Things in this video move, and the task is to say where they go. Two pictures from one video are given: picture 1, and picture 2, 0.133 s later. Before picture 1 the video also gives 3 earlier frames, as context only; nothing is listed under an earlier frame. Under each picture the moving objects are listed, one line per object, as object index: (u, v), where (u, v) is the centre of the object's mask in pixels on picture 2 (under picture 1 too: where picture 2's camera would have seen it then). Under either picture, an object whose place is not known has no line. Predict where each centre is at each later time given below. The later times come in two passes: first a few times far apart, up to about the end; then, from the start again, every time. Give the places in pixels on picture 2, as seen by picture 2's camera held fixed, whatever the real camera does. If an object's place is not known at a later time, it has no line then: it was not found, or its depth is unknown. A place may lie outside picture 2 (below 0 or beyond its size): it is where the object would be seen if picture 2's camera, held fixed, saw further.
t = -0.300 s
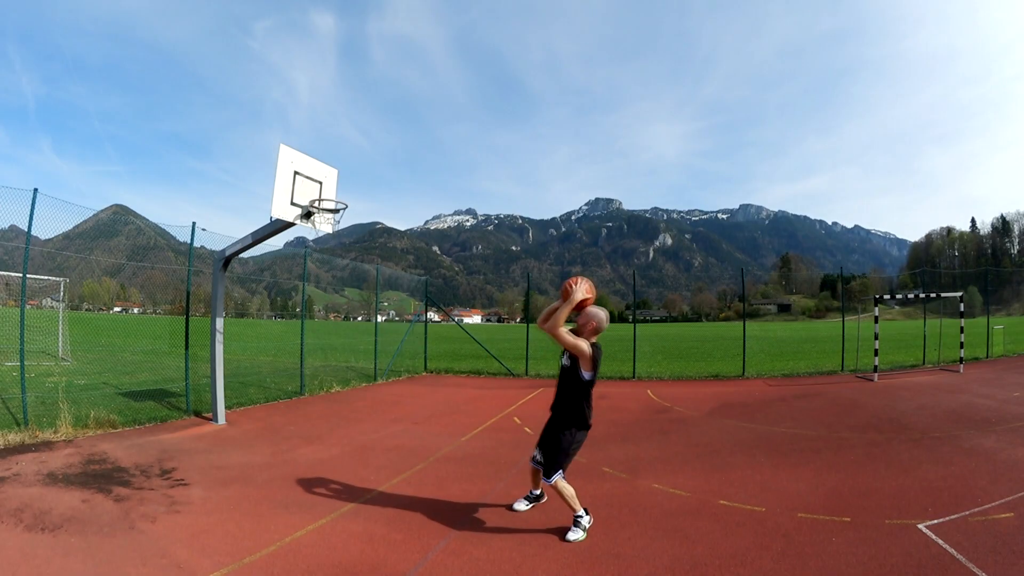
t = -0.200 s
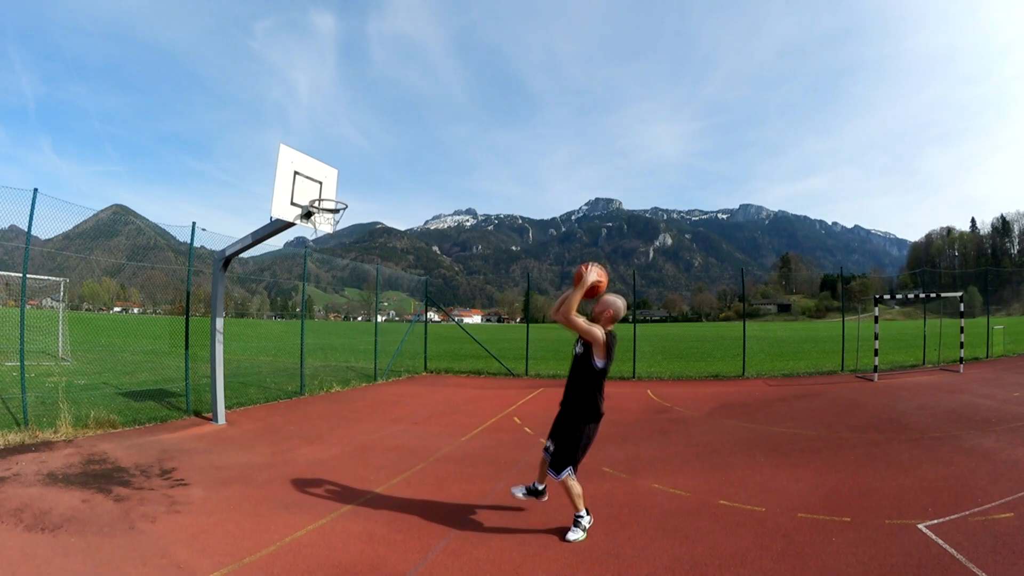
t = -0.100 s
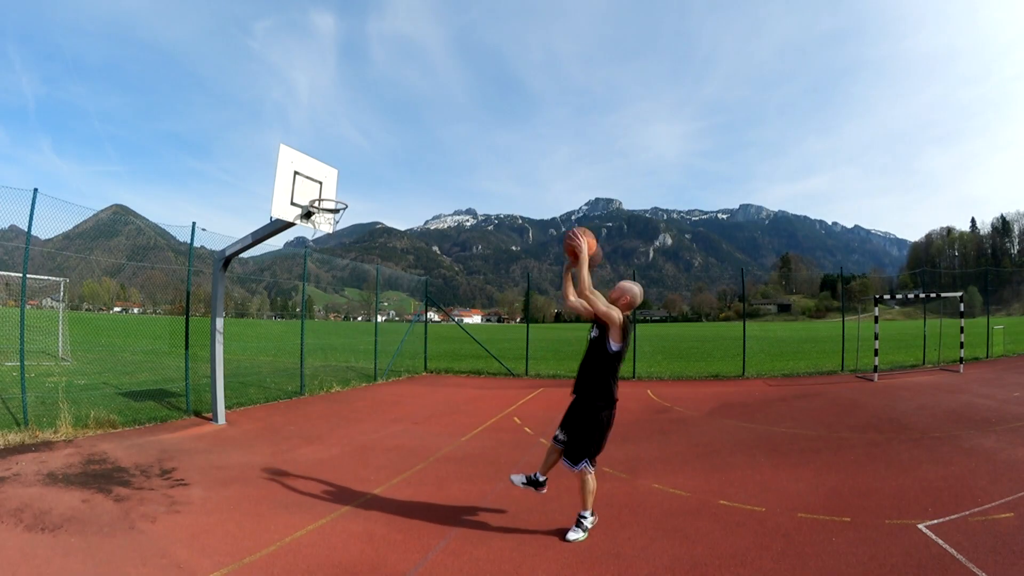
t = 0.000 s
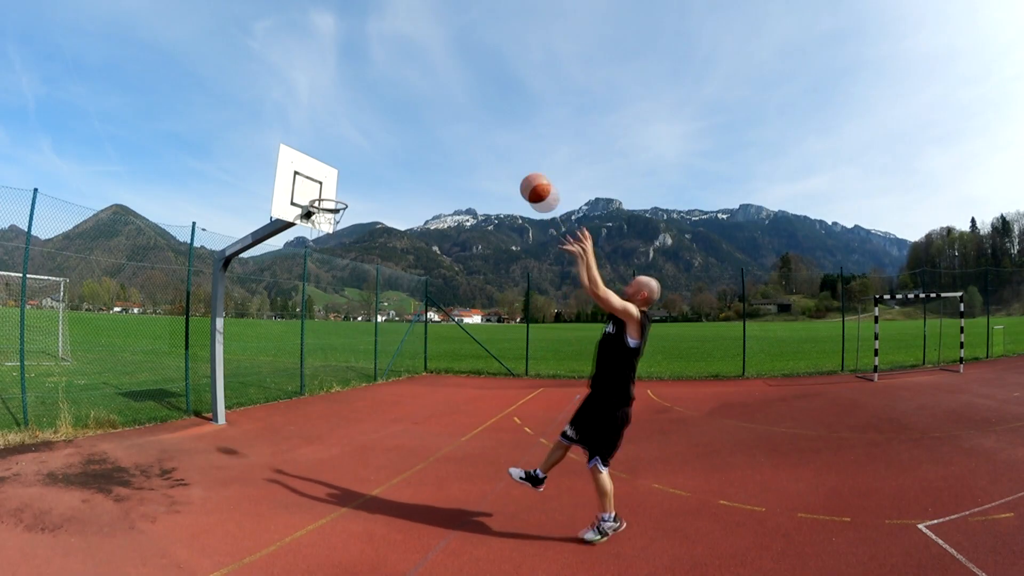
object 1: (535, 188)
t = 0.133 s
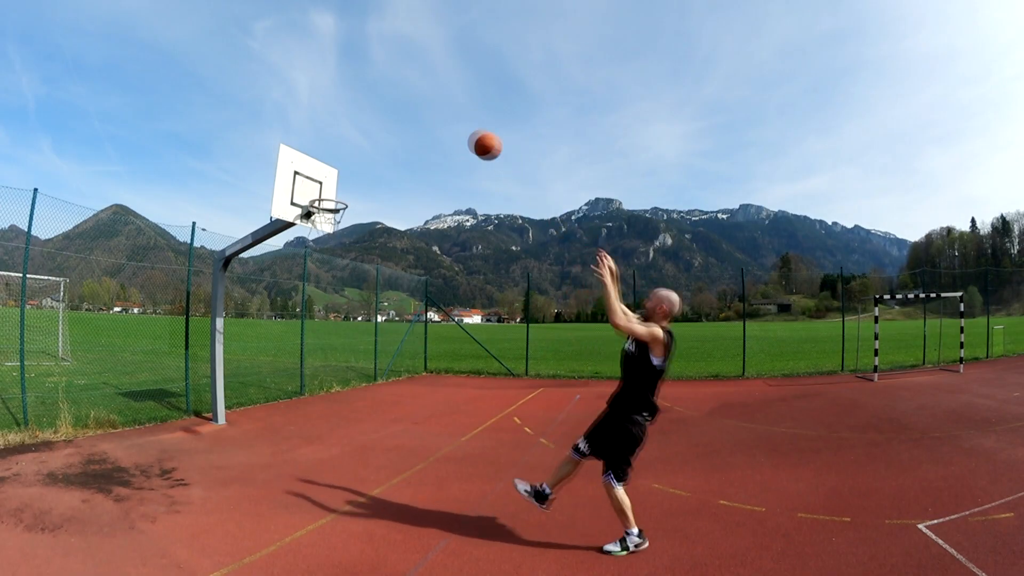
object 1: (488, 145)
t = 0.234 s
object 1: (455, 129)
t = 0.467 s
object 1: (392, 132)
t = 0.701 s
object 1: (343, 178)
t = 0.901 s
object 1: (325, 232)
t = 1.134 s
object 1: (327, 314)
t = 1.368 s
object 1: (335, 460)
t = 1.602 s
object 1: (349, 350)
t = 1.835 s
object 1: (370, 280)
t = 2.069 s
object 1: (394, 261)
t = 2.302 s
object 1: (421, 311)
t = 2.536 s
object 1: (455, 448)
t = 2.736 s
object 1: (487, 487)
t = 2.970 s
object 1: (524, 381)
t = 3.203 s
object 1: (569, 347)
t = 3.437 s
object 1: (615, 414)
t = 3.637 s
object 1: (649, 550)
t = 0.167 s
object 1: (474, 138)
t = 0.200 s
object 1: (462, 132)
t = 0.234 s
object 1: (455, 129)
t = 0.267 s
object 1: (443, 126)
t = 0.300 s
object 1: (433, 124)
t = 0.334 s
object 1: (426, 124)
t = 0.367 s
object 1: (417, 124)
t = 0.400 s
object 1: (409, 126)
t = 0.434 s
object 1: (401, 129)
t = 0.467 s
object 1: (392, 132)
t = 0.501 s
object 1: (385, 136)
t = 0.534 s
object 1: (379, 141)
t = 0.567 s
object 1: (370, 147)
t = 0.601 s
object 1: (364, 152)
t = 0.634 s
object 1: (358, 160)
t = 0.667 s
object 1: (350, 169)
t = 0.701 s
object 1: (343, 178)
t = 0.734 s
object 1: (339, 185)
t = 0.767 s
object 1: (331, 196)
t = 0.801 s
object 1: (325, 208)
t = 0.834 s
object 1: (324, 213)
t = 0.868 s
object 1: (324, 223)
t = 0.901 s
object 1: (325, 232)
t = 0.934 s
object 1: (325, 240)
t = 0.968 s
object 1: (325, 248)
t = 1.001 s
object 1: (326, 259)
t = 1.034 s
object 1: (326, 270)
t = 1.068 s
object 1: (326, 286)
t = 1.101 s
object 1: (327, 304)
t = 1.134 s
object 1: (327, 314)
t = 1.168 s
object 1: (328, 335)
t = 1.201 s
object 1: (328, 358)
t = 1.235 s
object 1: (329, 370)
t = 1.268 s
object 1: (330, 395)
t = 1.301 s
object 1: (332, 423)
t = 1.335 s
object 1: (333, 436)
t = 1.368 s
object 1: (335, 460)
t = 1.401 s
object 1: (337, 440)
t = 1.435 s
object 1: (338, 426)
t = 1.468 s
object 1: (340, 411)
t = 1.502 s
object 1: (342, 393)
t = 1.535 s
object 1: (345, 379)
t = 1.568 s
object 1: (346, 366)
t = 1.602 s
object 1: (349, 350)
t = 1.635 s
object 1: (351, 342)
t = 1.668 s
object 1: (354, 328)
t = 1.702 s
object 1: (358, 314)
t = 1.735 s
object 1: (361, 304)
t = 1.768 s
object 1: (363, 296)
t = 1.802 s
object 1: (367, 287)
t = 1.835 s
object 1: (370, 280)
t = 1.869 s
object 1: (373, 274)
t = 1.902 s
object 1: (377, 269)
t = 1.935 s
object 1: (380, 265)
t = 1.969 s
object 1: (383, 262)
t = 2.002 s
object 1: (387, 260)
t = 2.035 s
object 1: (390, 260)
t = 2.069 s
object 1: (394, 261)
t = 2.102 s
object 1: (397, 264)
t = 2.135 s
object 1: (401, 267)
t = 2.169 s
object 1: (404, 272)
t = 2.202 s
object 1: (408, 279)
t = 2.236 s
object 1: (412, 287)
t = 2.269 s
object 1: (416, 297)
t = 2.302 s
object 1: (421, 311)
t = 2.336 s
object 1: (424, 319)
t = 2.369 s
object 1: (429, 337)
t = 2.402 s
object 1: (435, 358)
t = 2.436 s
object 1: (438, 371)
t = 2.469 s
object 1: (444, 396)
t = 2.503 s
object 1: (451, 425)
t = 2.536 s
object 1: (455, 448)
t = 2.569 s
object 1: (461, 472)
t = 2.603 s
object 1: (468, 505)
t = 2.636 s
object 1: (473, 530)
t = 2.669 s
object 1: (477, 527)
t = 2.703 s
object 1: (483, 504)
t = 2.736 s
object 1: (487, 487)
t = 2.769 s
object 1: (491, 471)
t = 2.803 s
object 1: (497, 450)
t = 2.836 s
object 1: (502, 435)
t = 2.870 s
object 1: (507, 421)
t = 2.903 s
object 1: (513, 404)
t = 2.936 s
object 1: (519, 392)
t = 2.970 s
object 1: (524, 381)
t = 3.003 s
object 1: (531, 369)
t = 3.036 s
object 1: (537, 362)
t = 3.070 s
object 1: (543, 356)
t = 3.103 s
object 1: (550, 350)
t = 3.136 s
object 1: (556, 347)
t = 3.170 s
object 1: (562, 346)
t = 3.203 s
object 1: (569, 347)
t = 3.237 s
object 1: (575, 350)
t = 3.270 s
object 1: (582, 355)
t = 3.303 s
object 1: (589, 363)
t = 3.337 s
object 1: (595, 372)
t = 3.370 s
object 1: (601, 383)
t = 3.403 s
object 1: (609, 399)
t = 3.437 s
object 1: (615, 414)
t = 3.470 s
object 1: (620, 431)
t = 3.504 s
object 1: (628, 456)
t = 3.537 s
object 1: (634, 477)
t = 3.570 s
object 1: (640, 498)
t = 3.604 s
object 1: (645, 529)
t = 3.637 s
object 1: (649, 550)
